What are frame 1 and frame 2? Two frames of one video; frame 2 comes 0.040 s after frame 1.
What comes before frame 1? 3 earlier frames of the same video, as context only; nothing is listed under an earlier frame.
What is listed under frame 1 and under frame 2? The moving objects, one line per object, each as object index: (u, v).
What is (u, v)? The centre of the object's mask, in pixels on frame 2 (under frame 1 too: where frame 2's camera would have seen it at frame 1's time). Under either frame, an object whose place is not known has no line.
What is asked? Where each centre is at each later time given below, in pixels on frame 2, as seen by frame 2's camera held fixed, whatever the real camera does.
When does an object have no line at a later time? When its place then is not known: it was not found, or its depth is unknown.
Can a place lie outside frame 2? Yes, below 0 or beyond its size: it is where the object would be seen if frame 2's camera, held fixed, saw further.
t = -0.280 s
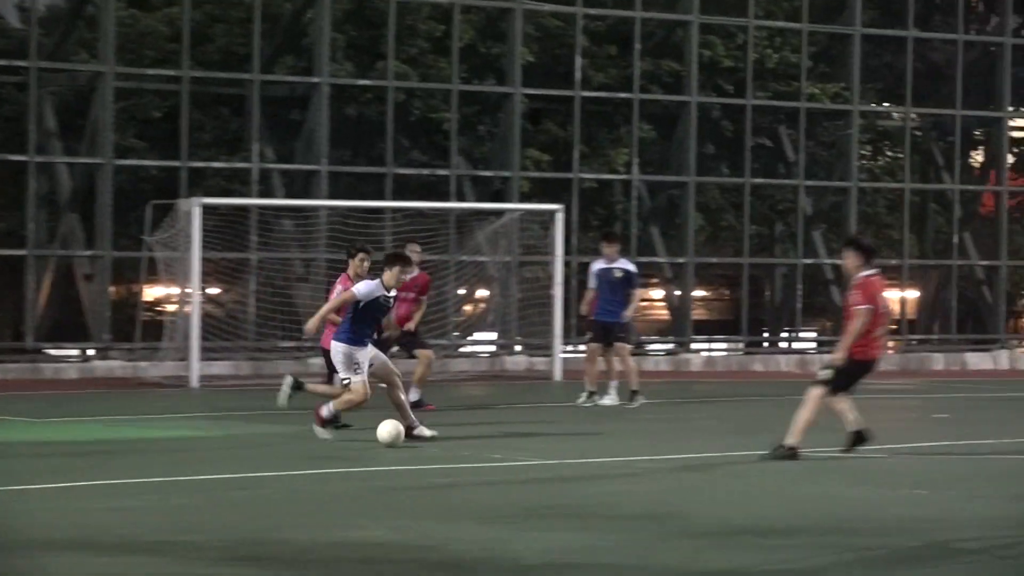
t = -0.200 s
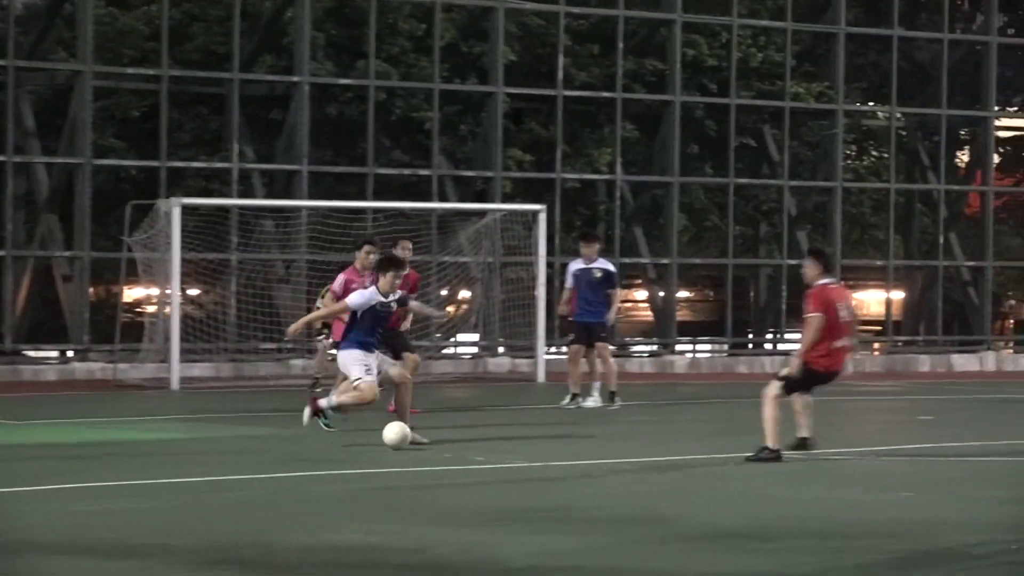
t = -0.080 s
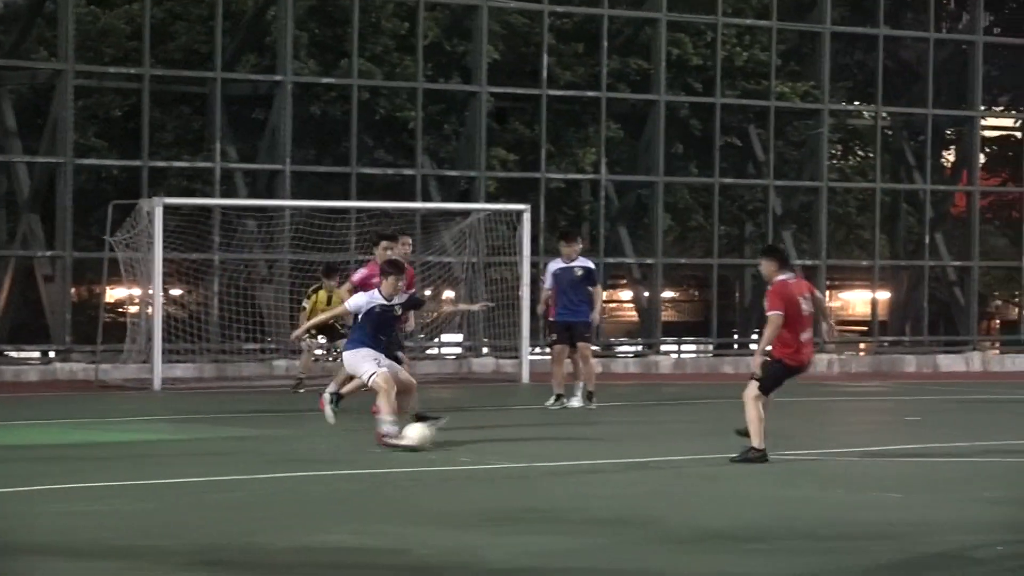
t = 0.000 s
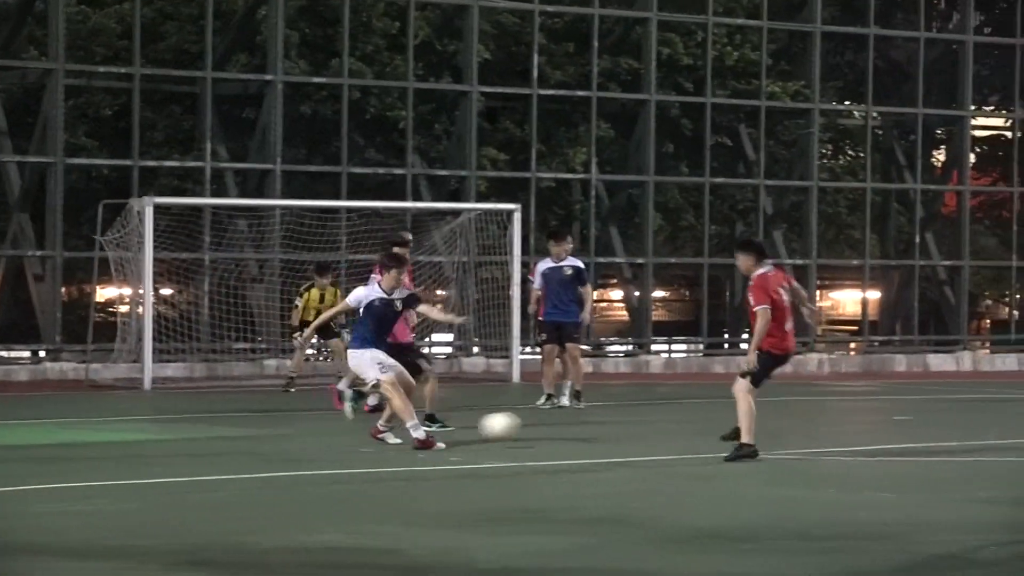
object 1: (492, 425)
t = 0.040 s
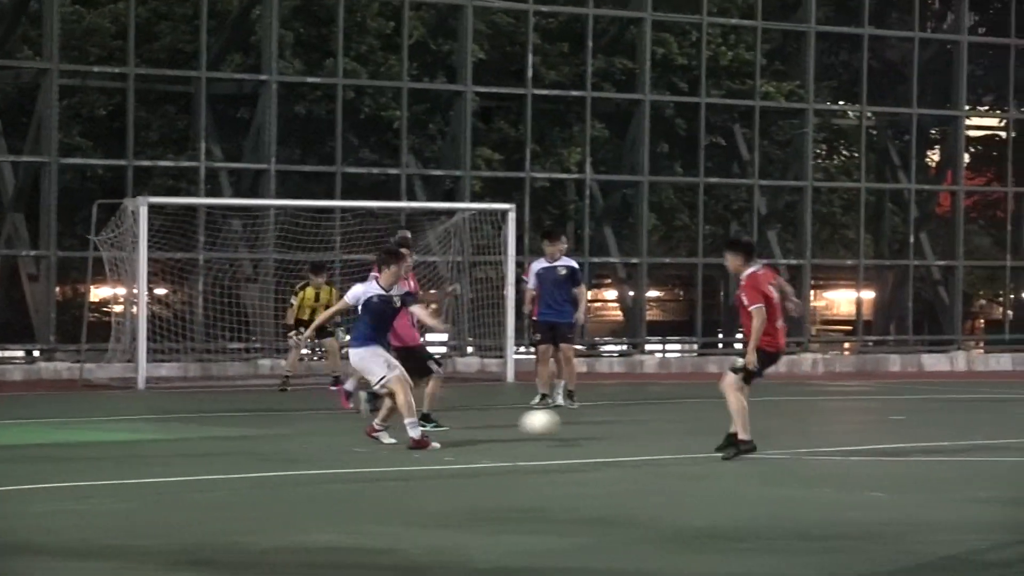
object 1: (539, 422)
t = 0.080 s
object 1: (585, 421)
